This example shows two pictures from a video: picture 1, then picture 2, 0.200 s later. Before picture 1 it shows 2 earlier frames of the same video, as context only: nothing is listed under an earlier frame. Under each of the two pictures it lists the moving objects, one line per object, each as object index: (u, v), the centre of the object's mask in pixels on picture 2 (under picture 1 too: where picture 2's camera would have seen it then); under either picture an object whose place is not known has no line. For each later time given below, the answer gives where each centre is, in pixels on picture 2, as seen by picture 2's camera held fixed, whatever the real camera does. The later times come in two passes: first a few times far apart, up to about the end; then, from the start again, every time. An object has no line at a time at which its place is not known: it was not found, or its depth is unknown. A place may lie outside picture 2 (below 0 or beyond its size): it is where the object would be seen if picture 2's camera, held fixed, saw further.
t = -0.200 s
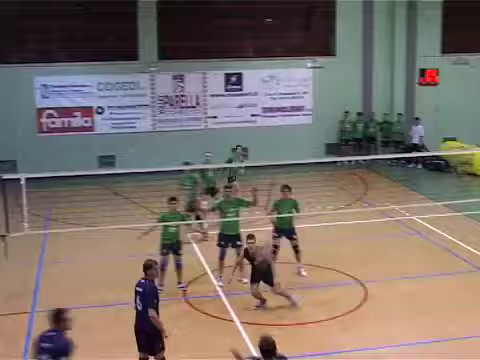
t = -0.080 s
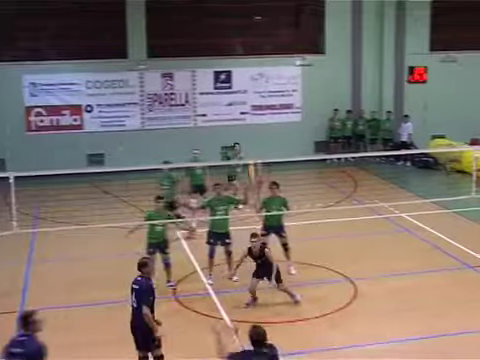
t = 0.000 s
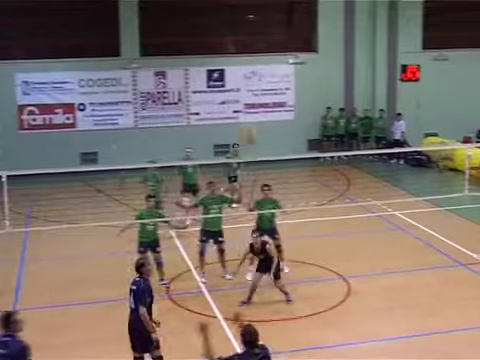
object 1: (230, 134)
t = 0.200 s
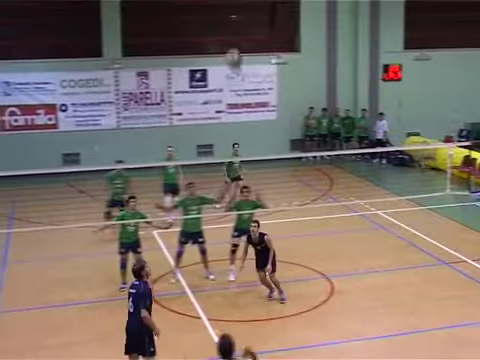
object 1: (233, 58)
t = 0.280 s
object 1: (235, 41)
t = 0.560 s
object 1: (241, 24)
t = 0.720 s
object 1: (244, 38)
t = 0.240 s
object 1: (235, 49)
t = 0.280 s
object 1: (235, 41)
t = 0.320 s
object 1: (236, 34)
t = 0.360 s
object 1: (237, 30)
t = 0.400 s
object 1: (239, 27)
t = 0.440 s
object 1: (239, 24)
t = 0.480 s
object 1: (239, 23)
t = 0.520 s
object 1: (240, 23)
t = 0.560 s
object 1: (241, 24)
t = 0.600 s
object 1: (242, 26)
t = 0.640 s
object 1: (243, 29)
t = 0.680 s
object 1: (244, 32)
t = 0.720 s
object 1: (244, 38)
